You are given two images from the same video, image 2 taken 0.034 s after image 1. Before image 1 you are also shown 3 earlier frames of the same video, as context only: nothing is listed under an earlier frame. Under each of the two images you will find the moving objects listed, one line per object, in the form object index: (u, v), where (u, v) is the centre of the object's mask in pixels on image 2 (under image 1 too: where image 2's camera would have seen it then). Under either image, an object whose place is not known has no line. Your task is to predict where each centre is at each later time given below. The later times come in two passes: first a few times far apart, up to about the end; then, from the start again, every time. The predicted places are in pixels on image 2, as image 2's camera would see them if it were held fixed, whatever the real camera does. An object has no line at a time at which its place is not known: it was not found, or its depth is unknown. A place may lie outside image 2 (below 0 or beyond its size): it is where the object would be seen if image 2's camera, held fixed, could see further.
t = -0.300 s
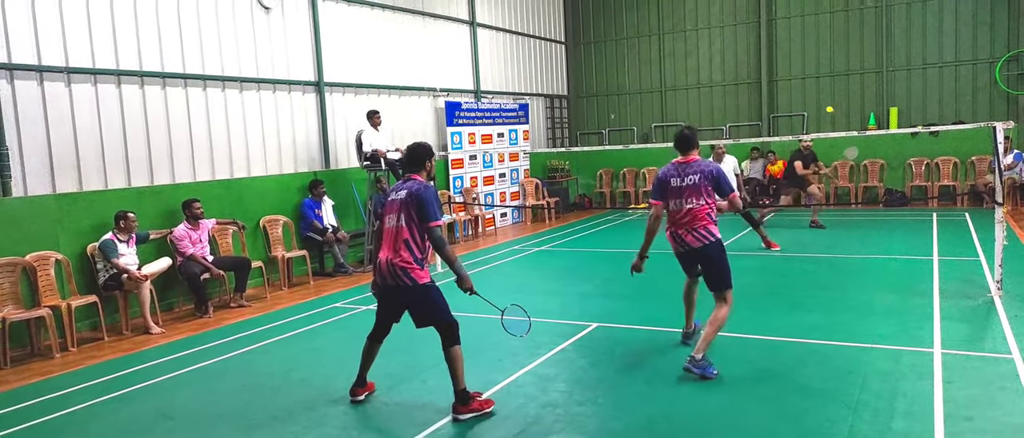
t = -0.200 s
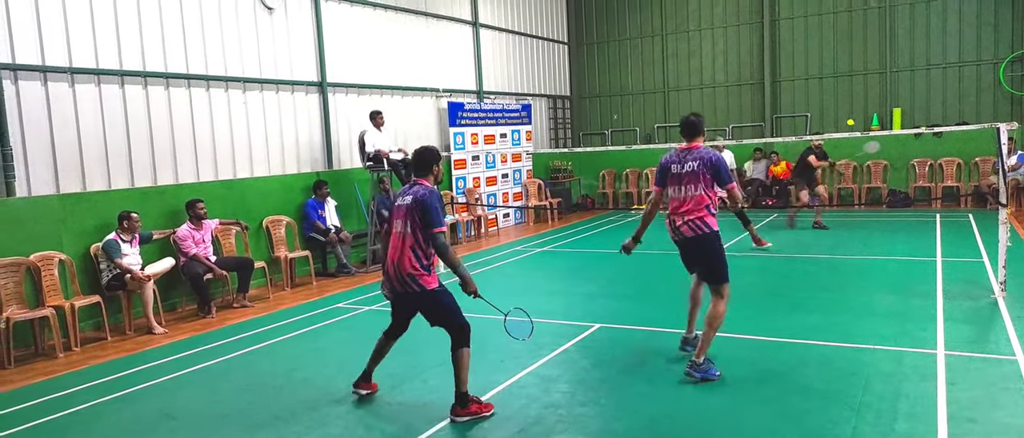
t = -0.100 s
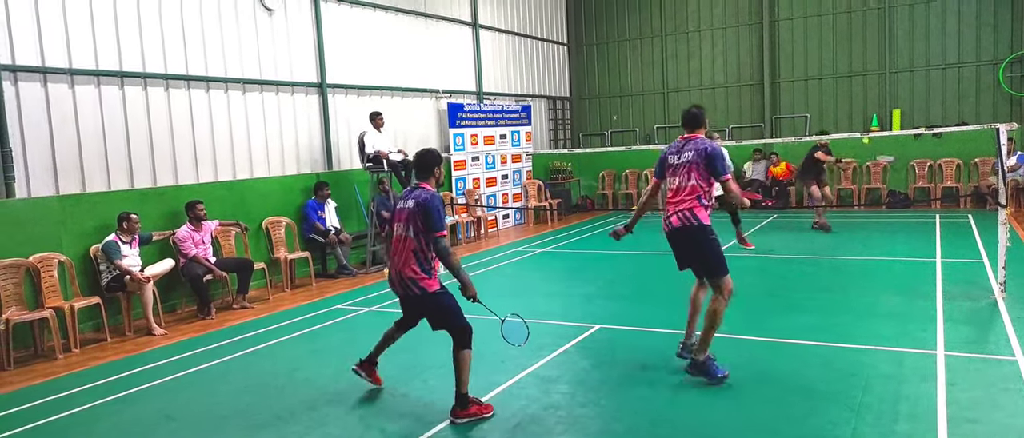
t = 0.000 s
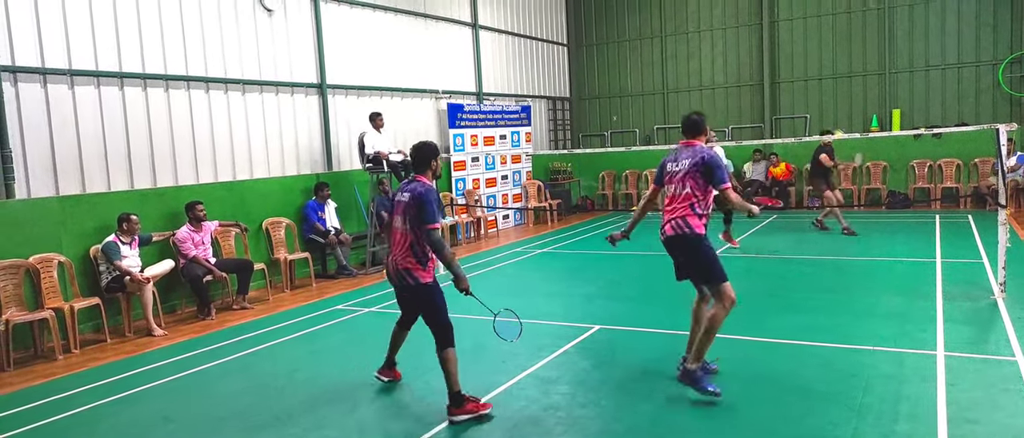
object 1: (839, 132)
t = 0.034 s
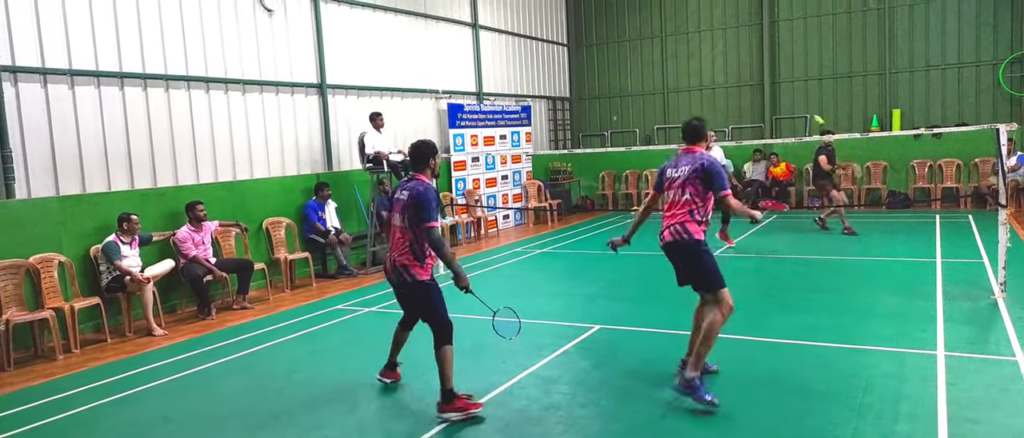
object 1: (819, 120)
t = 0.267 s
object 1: (691, 67)
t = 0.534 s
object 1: (582, 70)
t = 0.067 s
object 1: (798, 105)
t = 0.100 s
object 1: (779, 98)
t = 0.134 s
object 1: (759, 90)
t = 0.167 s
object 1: (742, 82)
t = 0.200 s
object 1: (724, 76)
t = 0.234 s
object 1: (708, 71)
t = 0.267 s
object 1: (691, 67)
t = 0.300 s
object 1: (676, 64)
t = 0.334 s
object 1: (661, 62)
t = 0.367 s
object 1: (647, 61)
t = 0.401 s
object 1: (633, 61)
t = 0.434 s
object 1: (620, 61)
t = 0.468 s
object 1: (607, 64)
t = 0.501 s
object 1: (594, 66)
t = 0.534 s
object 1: (582, 70)
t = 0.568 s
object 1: (570, 74)
